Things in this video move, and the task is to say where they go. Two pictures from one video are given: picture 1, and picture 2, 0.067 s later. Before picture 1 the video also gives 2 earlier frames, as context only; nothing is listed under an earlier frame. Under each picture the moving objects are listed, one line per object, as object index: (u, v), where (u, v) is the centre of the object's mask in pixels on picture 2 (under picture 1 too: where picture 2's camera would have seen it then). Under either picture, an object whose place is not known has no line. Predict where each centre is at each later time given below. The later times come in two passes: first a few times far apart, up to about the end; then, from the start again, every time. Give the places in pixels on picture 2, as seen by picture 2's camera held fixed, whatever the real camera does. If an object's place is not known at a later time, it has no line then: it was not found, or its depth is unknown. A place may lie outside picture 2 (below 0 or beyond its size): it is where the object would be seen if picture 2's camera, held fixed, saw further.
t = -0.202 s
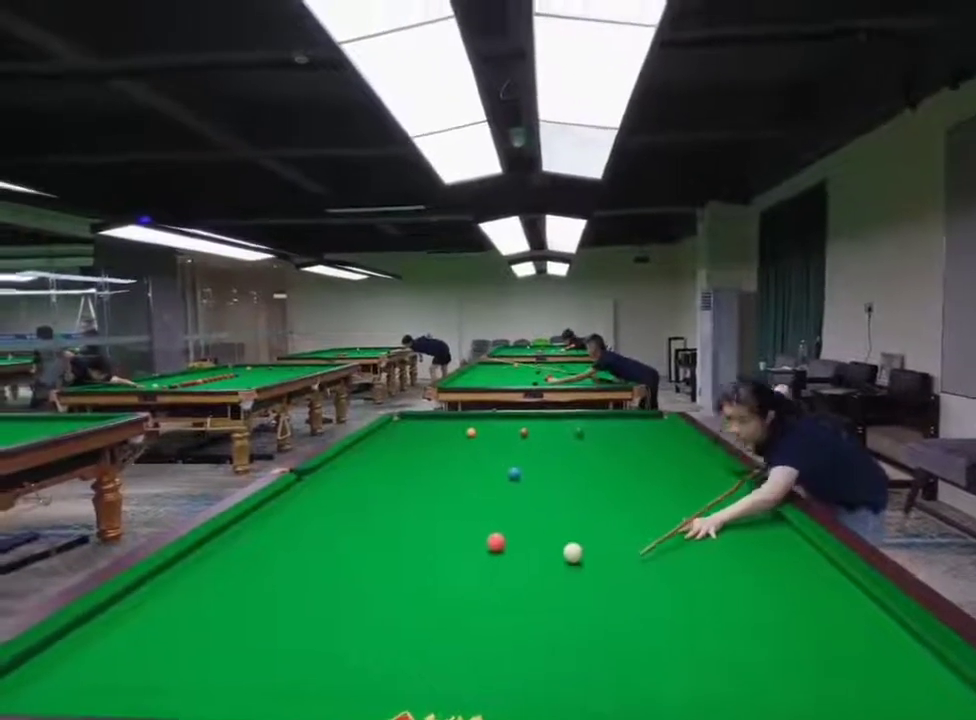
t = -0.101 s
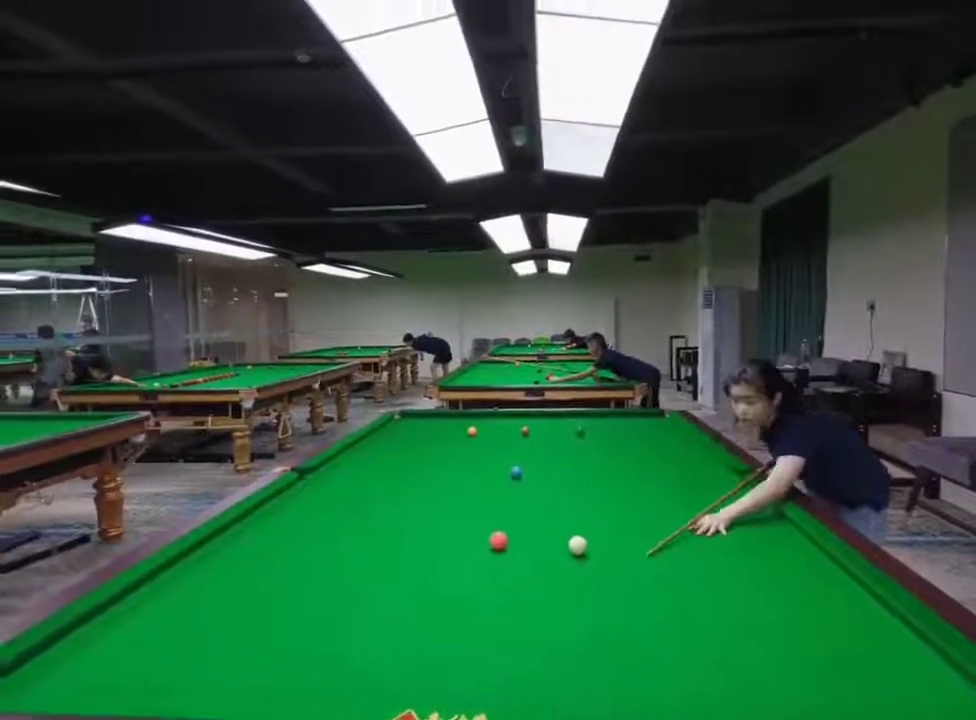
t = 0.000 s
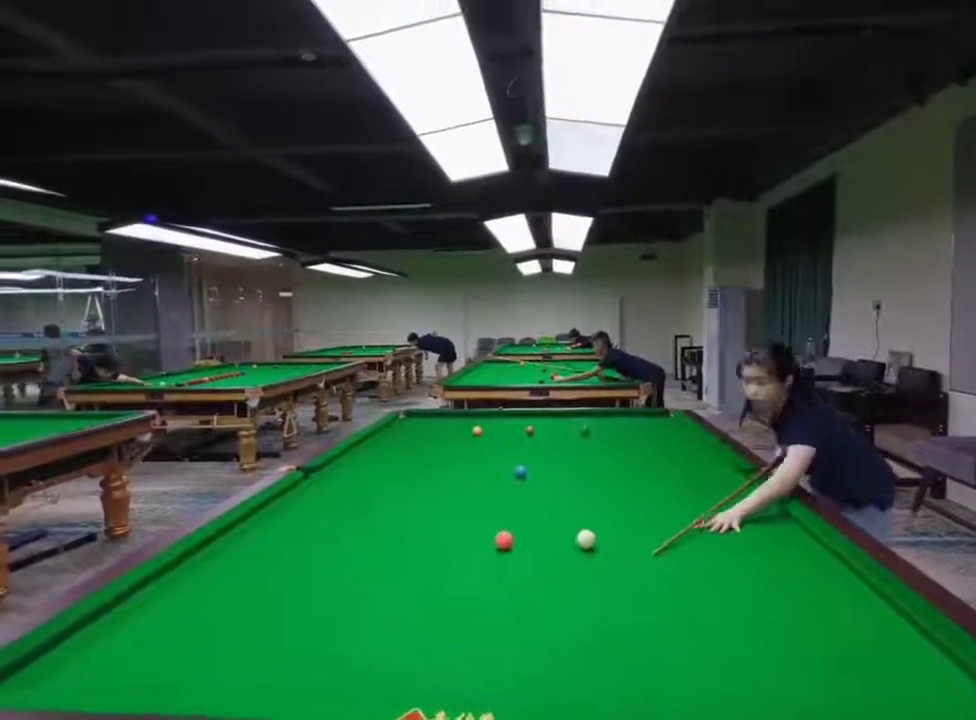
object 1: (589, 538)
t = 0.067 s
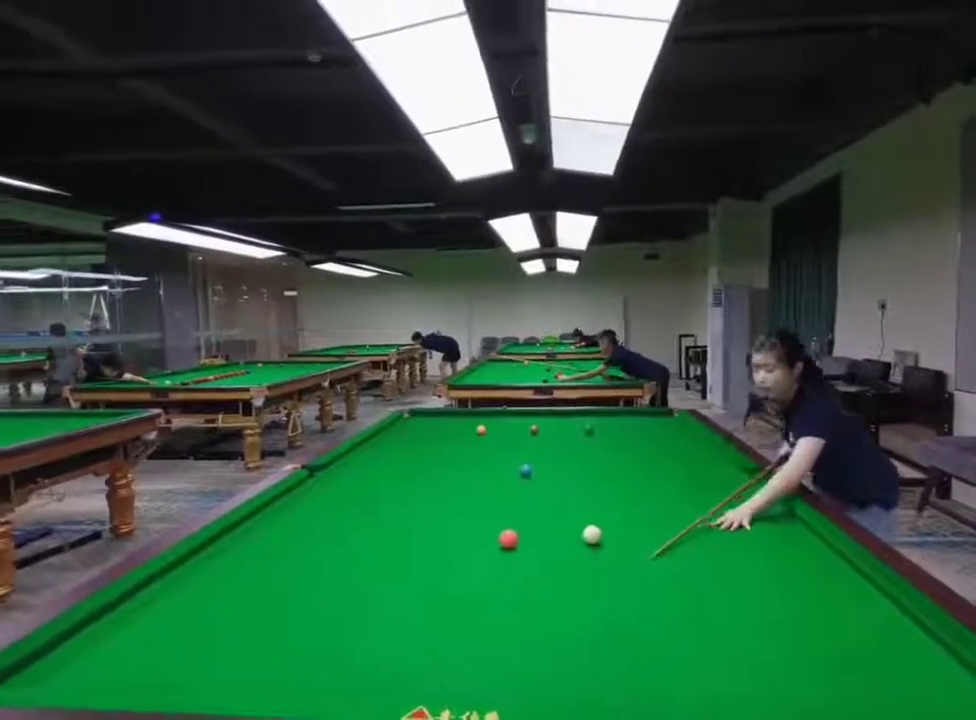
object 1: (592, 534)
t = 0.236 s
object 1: (595, 526)
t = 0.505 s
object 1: (601, 515)
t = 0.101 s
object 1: (592, 533)
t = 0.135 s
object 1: (593, 531)
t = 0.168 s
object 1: (594, 529)
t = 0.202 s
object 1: (595, 528)
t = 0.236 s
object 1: (595, 526)
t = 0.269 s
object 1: (597, 525)
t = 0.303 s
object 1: (597, 523)
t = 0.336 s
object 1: (598, 522)
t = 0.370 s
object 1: (599, 521)
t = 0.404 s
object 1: (600, 519)
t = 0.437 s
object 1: (600, 518)
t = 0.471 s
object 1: (601, 516)
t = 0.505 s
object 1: (601, 515)
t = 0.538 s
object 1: (602, 514)
